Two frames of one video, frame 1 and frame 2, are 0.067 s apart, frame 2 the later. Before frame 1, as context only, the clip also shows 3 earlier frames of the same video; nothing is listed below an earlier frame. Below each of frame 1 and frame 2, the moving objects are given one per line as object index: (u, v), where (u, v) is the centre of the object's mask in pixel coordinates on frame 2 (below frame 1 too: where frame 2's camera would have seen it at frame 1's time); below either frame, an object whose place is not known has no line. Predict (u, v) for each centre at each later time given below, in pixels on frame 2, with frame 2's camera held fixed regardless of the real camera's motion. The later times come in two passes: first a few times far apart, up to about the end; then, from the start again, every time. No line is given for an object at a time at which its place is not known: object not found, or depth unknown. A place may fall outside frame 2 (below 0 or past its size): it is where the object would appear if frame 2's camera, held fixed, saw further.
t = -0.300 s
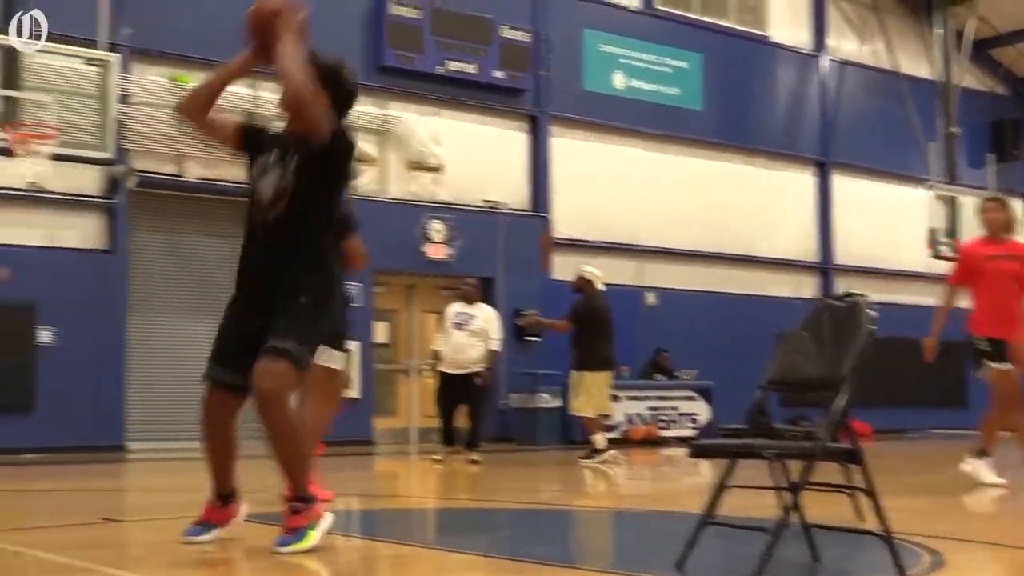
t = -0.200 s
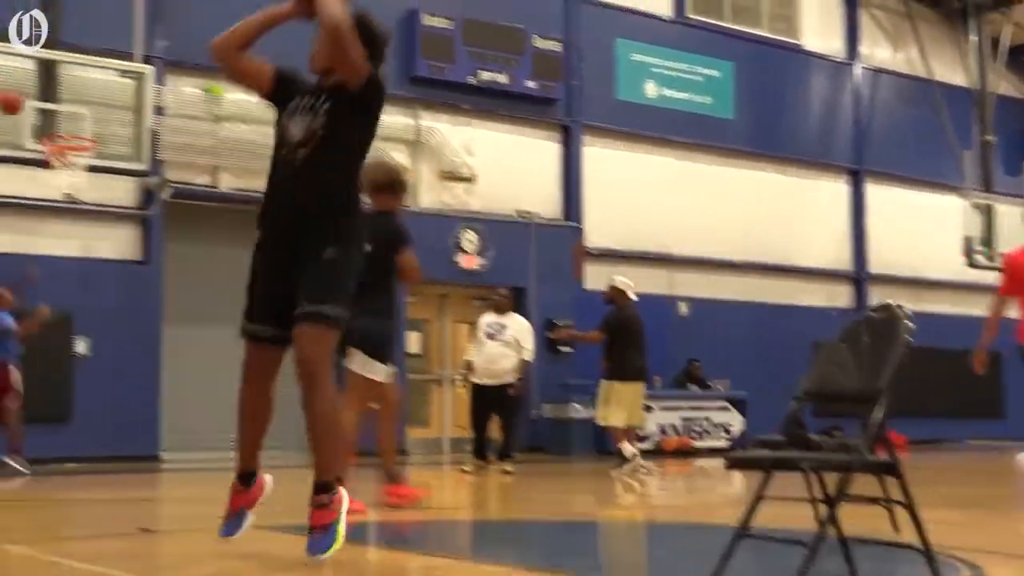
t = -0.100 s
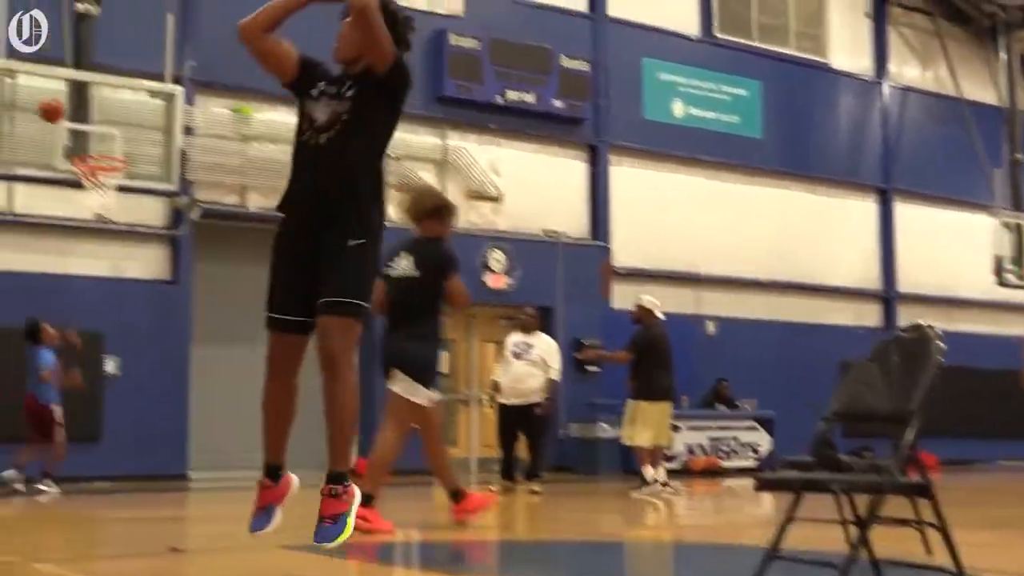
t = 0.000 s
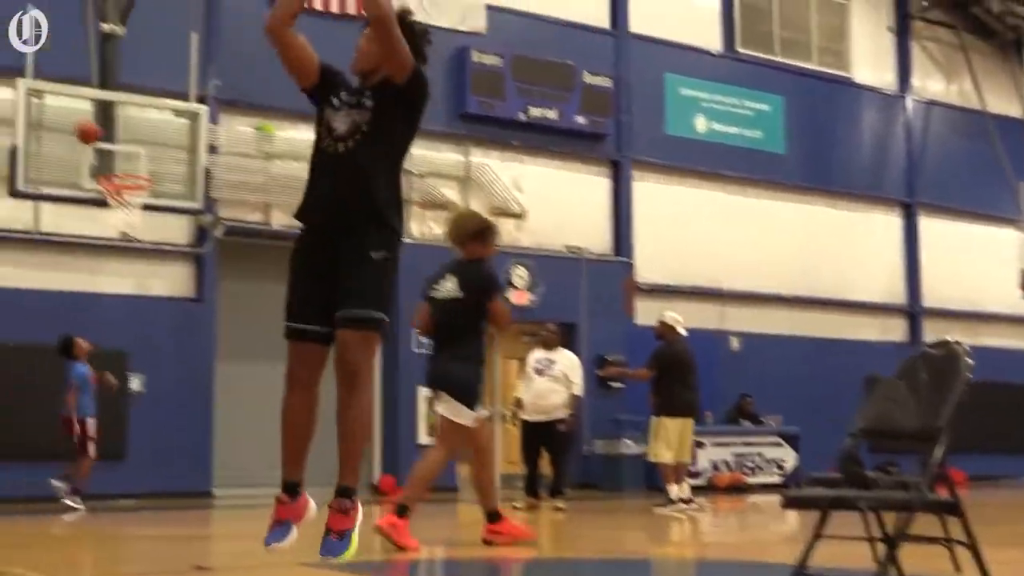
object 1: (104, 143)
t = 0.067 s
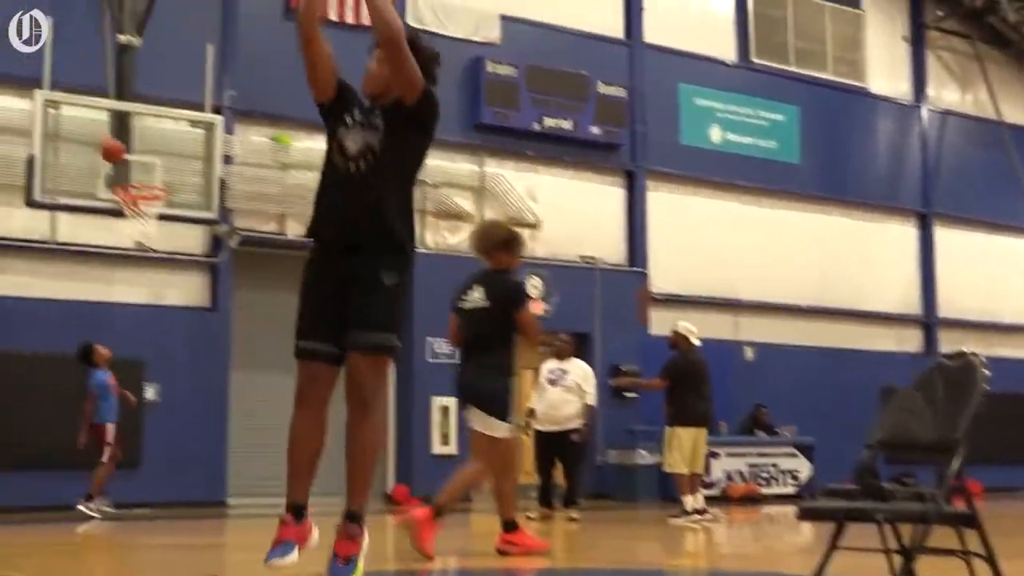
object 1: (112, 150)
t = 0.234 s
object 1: (130, 179)
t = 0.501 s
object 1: (164, 202)
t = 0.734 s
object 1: (148, 235)
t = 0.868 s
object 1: (135, 268)
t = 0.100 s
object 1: (115, 155)
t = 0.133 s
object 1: (118, 161)
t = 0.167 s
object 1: (124, 170)
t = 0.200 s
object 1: (125, 176)
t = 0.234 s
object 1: (130, 179)
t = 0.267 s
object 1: (137, 182)
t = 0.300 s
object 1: (141, 188)
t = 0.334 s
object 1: (145, 193)
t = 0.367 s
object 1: (152, 197)
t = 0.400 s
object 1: (157, 201)
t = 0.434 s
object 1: (158, 203)
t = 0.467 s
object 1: (162, 207)
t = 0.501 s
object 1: (164, 202)
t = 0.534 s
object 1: (159, 214)
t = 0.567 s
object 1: (159, 217)
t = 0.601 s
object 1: (155, 222)
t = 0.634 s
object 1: (153, 225)
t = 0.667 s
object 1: (152, 227)
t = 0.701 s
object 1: (150, 231)
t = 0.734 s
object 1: (148, 235)
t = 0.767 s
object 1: (144, 240)
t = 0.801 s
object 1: (141, 247)
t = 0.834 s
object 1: (138, 259)
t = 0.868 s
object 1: (135, 268)
